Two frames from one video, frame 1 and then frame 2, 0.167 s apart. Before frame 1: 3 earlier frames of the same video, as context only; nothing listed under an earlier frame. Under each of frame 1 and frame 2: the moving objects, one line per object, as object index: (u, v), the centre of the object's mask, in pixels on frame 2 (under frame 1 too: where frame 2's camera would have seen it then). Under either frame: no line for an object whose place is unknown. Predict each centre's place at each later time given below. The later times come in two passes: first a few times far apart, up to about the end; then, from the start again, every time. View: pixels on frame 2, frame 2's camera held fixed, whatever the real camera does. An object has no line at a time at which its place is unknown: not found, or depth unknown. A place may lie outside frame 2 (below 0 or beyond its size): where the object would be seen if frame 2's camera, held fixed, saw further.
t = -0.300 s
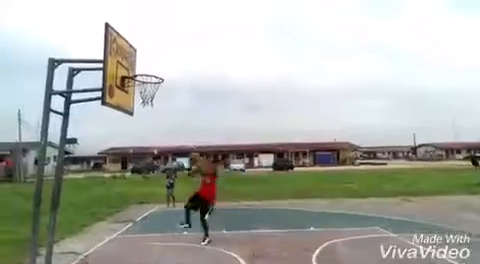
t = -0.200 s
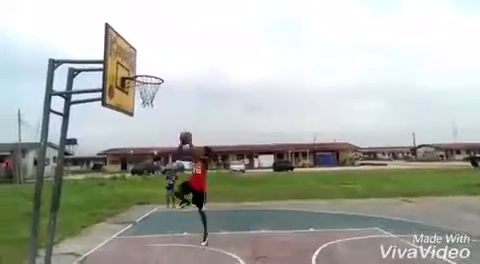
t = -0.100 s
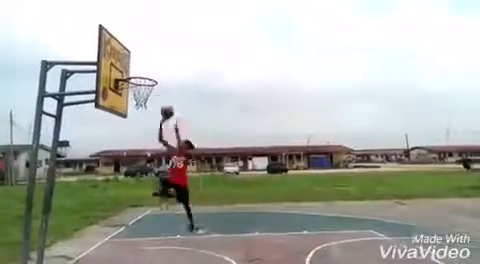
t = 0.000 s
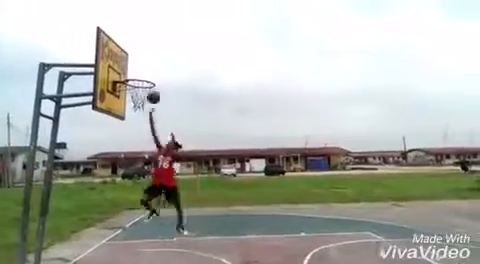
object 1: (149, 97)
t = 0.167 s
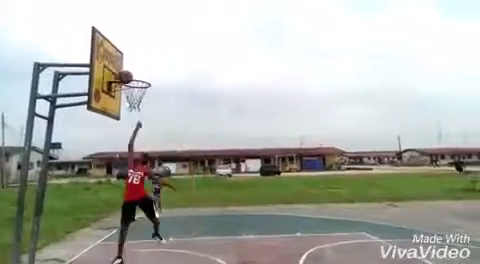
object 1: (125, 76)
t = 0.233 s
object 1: (126, 76)
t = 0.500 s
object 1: (141, 86)
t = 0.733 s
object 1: (131, 103)
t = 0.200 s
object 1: (125, 77)
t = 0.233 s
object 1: (126, 76)
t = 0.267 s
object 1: (129, 77)
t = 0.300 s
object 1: (131, 78)
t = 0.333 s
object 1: (133, 79)
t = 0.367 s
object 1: (134, 79)
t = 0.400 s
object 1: (136, 79)
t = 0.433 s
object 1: (139, 82)
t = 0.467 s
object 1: (141, 84)
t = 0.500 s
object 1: (141, 86)
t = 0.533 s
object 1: (140, 88)
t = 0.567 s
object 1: (139, 91)
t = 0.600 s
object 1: (138, 95)
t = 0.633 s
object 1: (136, 97)
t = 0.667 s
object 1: (135, 100)
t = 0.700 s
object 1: (132, 102)
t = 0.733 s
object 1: (131, 103)
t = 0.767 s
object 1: (130, 105)
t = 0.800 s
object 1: (129, 108)
